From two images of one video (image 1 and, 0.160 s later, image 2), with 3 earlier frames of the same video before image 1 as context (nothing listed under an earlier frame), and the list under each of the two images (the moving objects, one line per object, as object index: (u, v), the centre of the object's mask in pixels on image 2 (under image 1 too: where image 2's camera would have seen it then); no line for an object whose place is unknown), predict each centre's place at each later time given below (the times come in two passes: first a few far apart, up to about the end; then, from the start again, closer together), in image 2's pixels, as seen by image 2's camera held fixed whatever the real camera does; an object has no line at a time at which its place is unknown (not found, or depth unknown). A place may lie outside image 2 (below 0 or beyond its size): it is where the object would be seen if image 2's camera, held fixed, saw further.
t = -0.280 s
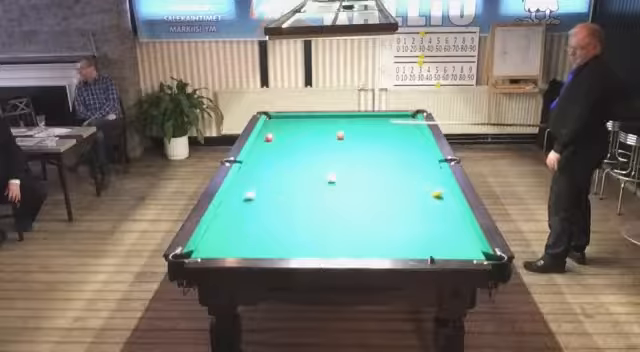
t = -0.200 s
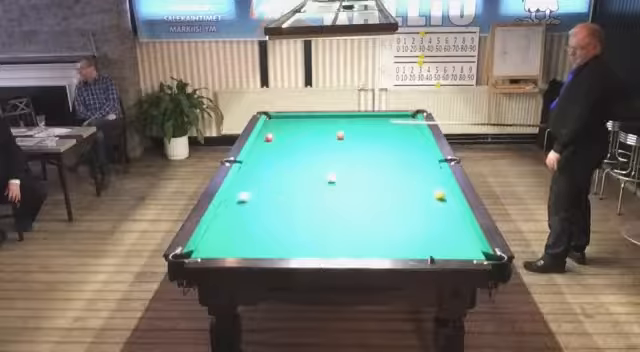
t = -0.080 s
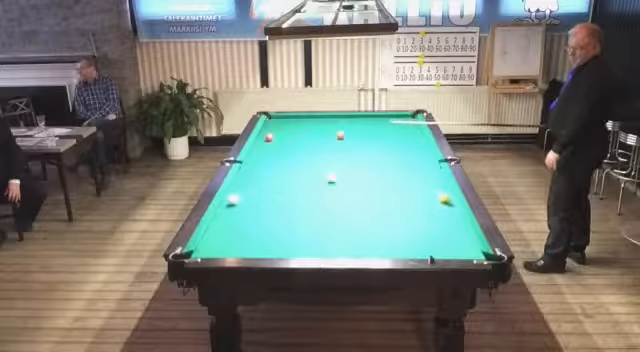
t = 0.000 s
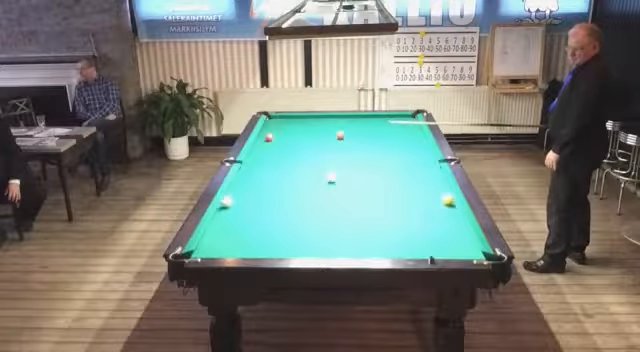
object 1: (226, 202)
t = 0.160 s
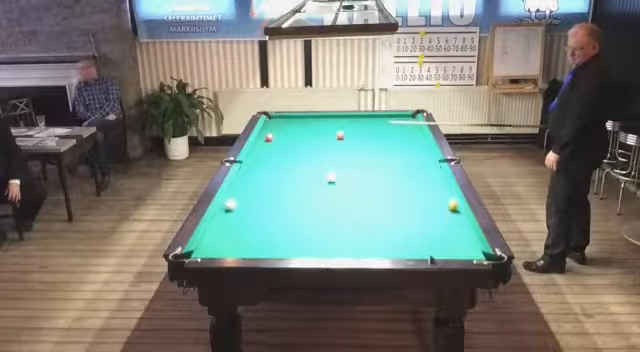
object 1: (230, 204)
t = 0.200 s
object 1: (230, 205)
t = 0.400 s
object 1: (237, 209)
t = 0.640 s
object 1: (244, 213)
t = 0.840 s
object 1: (249, 217)
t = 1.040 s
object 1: (255, 220)
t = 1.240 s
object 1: (260, 223)
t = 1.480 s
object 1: (267, 226)
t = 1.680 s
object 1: (272, 230)
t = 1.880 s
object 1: (277, 232)
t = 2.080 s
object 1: (283, 236)
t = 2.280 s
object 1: (287, 239)
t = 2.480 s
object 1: (292, 242)
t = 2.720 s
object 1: (297, 244)
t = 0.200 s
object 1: (230, 205)
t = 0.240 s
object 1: (232, 206)
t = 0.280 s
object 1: (233, 207)
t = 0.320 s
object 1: (234, 207)
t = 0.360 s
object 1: (236, 208)
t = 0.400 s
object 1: (237, 209)
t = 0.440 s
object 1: (238, 209)
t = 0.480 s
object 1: (238, 210)
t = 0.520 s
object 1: (241, 211)
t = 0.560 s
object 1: (242, 211)
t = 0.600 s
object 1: (243, 212)
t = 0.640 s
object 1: (244, 213)
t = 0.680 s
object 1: (245, 214)
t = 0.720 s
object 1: (246, 214)
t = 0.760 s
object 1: (247, 216)
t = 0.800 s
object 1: (248, 216)
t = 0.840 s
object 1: (249, 217)
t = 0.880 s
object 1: (250, 217)
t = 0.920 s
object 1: (252, 218)
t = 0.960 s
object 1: (252, 218)
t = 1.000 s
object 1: (253, 219)
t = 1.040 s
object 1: (255, 220)
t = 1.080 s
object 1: (256, 221)
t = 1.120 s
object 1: (257, 221)
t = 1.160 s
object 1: (258, 222)
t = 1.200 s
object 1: (259, 222)
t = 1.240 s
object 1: (260, 223)
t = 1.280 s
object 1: (262, 224)
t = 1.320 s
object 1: (263, 224)
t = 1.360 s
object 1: (264, 224)
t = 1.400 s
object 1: (265, 225)
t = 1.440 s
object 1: (266, 226)
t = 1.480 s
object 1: (267, 226)
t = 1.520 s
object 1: (268, 228)
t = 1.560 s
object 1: (269, 228)
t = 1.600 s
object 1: (270, 228)
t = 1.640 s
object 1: (271, 229)
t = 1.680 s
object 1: (272, 230)
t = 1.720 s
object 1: (274, 230)
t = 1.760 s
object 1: (274, 231)
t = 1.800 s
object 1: (276, 231)
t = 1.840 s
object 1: (276, 232)
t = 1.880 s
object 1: (277, 232)
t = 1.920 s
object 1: (279, 233)
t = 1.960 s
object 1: (280, 234)
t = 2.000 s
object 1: (281, 235)
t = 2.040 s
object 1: (282, 236)
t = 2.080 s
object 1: (283, 236)
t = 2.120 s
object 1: (284, 237)
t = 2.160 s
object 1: (284, 237)
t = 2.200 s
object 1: (286, 238)
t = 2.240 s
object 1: (287, 239)
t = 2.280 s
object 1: (287, 239)
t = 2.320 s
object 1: (289, 240)
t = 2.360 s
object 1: (289, 241)
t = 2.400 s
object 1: (290, 241)
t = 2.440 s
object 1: (291, 242)
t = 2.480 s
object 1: (292, 242)
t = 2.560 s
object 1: (294, 244)
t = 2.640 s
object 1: (295, 244)
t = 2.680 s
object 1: (296, 244)
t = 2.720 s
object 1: (297, 244)
